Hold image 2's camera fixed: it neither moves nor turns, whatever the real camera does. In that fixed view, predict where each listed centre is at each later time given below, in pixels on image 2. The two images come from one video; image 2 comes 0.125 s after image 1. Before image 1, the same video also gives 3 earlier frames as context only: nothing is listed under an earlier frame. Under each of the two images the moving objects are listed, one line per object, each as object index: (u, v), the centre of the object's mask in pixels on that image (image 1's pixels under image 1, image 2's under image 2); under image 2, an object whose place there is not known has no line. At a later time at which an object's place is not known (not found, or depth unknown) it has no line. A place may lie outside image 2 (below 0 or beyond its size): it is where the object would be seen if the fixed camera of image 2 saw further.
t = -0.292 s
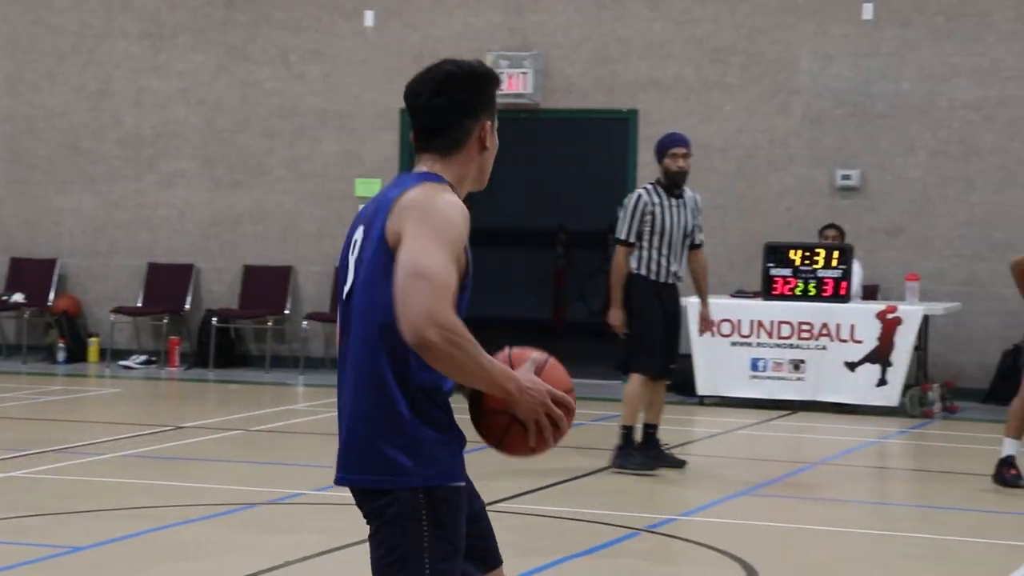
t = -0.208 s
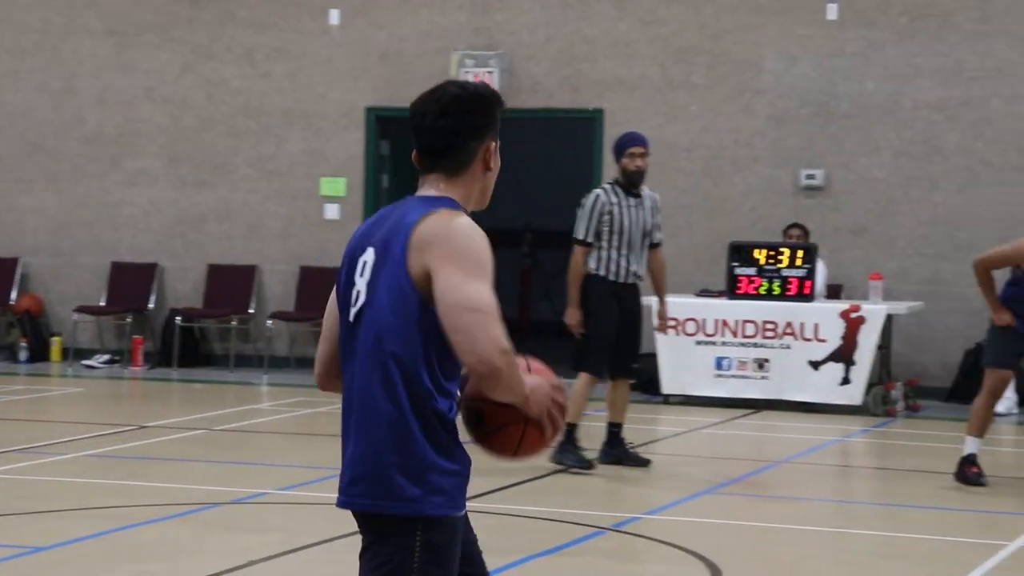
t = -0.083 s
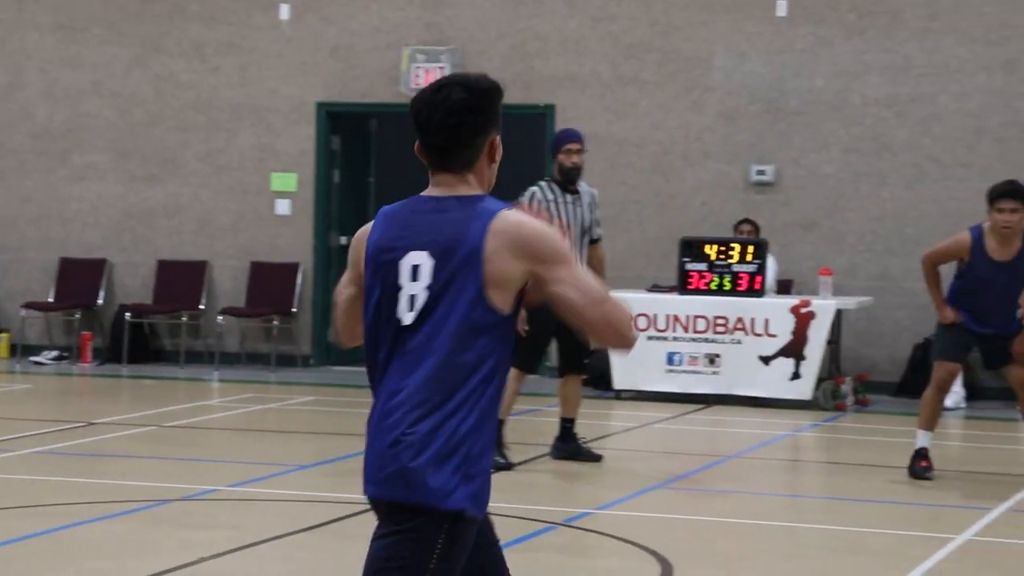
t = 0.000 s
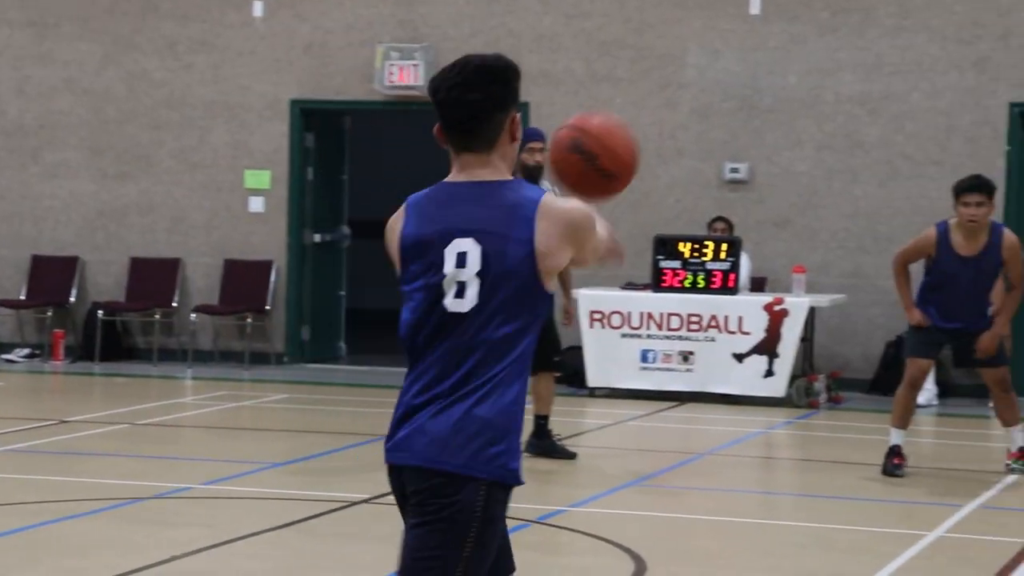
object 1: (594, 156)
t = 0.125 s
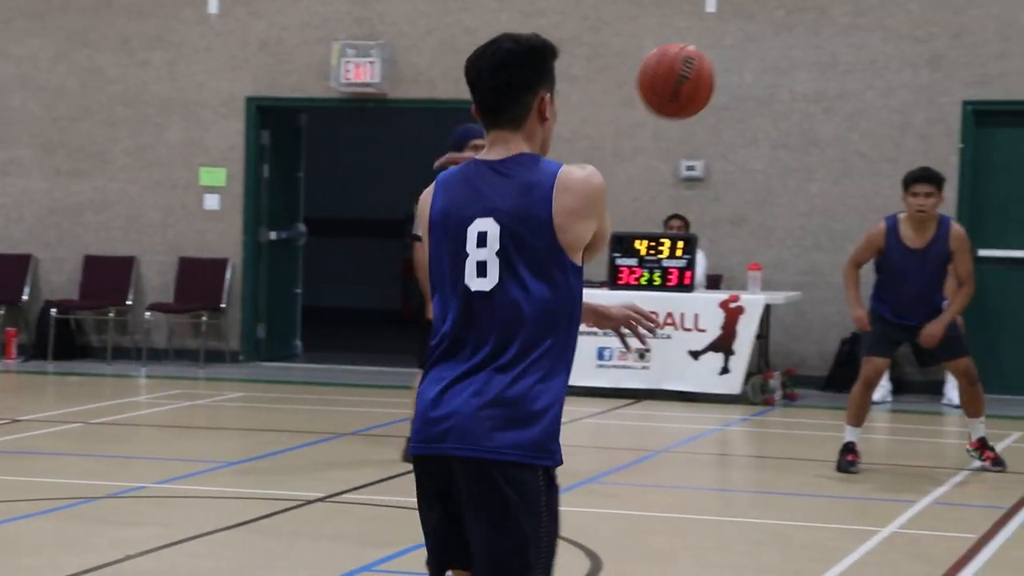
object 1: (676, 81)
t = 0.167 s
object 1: (713, 71)
